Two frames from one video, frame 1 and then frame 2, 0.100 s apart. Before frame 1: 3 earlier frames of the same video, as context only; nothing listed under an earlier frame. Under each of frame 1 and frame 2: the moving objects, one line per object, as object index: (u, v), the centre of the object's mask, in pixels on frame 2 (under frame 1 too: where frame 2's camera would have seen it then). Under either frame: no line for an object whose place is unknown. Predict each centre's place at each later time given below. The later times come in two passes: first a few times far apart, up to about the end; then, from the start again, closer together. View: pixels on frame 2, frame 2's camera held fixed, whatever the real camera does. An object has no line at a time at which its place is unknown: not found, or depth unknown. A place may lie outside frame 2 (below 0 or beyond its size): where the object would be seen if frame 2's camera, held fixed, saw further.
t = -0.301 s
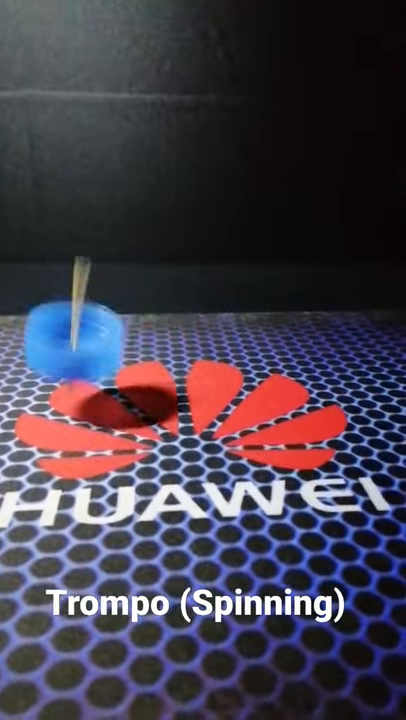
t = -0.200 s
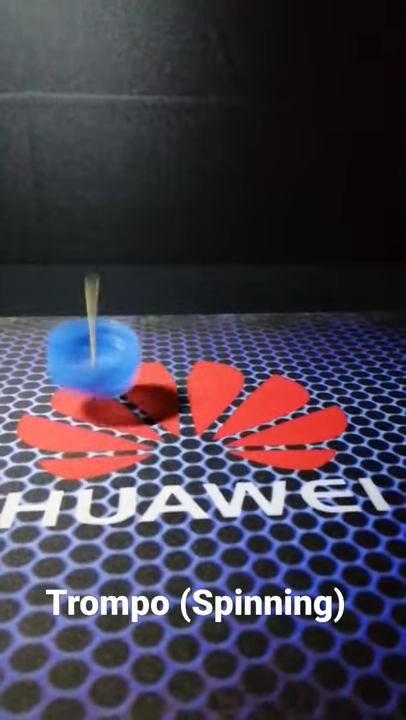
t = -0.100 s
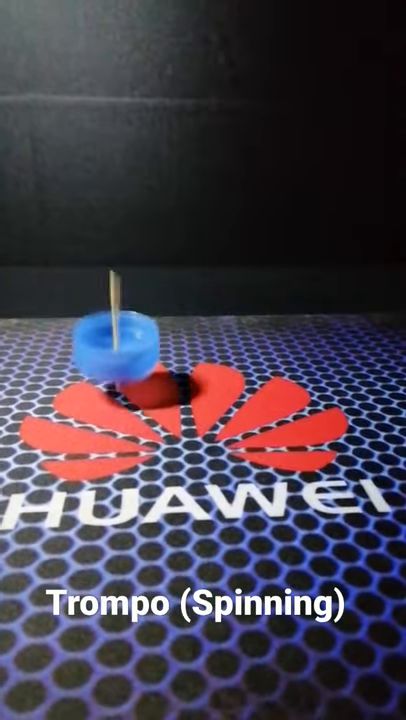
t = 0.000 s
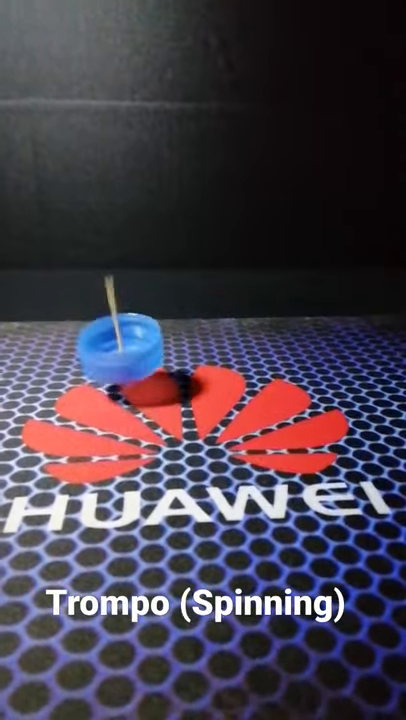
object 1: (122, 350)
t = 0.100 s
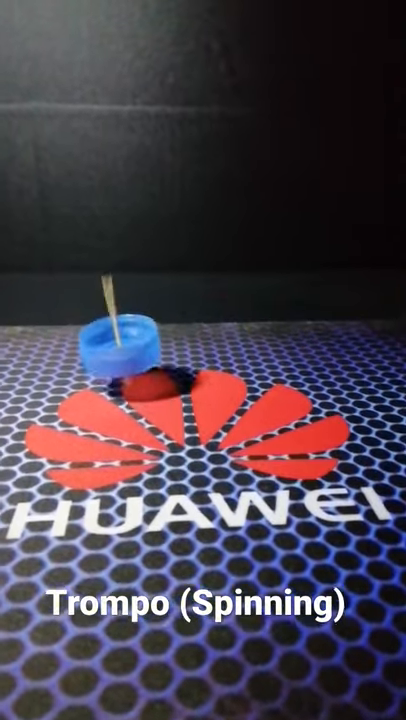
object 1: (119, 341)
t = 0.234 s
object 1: (122, 336)
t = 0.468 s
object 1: (133, 339)
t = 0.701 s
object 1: (127, 343)
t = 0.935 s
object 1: (119, 341)
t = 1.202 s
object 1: (120, 334)
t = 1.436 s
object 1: (125, 331)
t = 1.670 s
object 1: (129, 331)
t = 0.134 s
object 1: (118, 340)
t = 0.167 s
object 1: (119, 339)
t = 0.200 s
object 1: (120, 337)
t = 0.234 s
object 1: (122, 336)
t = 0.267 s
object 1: (126, 335)
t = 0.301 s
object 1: (129, 335)
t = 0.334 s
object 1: (131, 336)
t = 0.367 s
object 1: (133, 336)
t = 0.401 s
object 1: (133, 338)
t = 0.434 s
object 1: (133, 339)
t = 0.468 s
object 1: (133, 339)
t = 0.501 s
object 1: (133, 340)
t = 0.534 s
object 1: (133, 341)
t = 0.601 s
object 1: (130, 342)
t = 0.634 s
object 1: (130, 342)
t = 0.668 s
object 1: (128, 342)
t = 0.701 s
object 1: (127, 343)
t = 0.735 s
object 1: (125, 343)
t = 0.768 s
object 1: (123, 343)
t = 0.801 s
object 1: (122, 343)
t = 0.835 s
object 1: (121, 343)
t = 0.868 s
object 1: (120, 342)
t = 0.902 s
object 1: (119, 342)
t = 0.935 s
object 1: (119, 341)
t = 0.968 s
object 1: (118, 340)
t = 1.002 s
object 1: (118, 339)
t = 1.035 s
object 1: (118, 339)
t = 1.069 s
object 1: (119, 337)
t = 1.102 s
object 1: (119, 338)
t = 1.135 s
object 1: (120, 336)
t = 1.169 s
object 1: (120, 335)
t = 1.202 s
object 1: (120, 334)
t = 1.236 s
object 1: (121, 334)
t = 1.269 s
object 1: (122, 333)
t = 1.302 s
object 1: (123, 332)
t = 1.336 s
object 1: (123, 331)
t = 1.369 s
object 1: (123, 331)
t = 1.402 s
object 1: (124, 331)
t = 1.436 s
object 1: (125, 331)
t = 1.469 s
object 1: (127, 331)
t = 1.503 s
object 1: (128, 331)
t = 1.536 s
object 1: (128, 331)
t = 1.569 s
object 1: (129, 330)
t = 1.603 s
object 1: (129, 330)
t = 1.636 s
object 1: (129, 331)
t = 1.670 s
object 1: (129, 331)
